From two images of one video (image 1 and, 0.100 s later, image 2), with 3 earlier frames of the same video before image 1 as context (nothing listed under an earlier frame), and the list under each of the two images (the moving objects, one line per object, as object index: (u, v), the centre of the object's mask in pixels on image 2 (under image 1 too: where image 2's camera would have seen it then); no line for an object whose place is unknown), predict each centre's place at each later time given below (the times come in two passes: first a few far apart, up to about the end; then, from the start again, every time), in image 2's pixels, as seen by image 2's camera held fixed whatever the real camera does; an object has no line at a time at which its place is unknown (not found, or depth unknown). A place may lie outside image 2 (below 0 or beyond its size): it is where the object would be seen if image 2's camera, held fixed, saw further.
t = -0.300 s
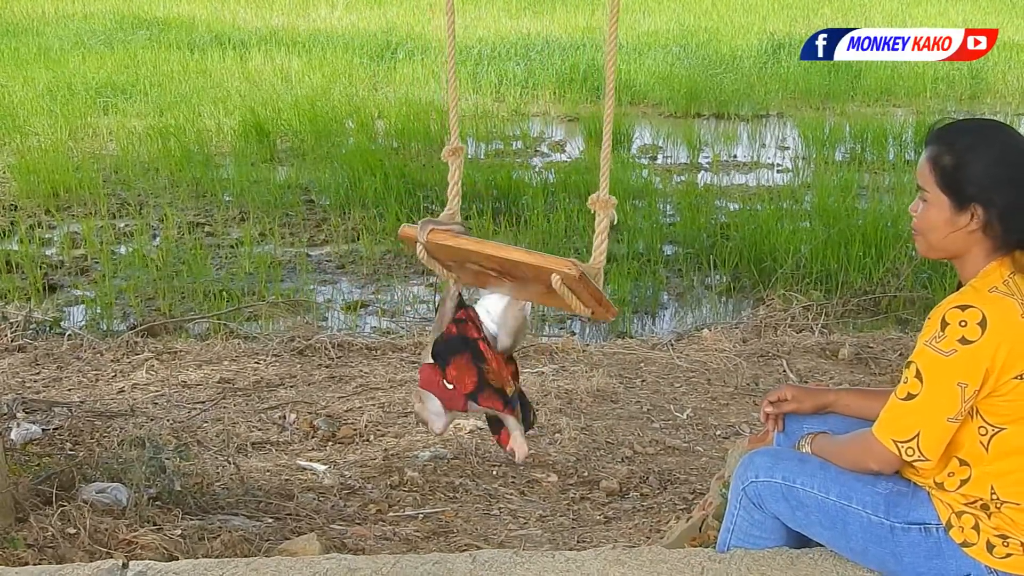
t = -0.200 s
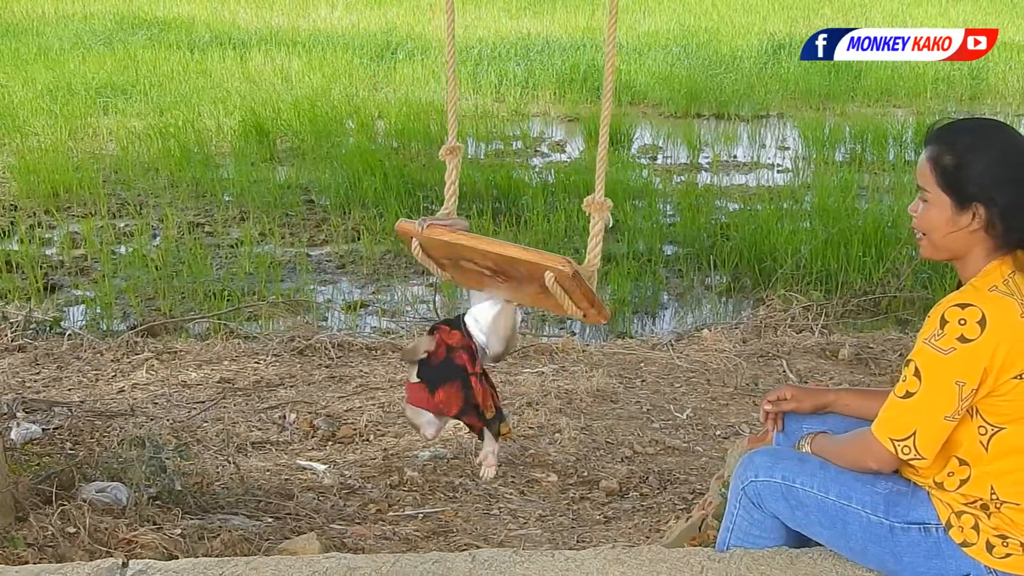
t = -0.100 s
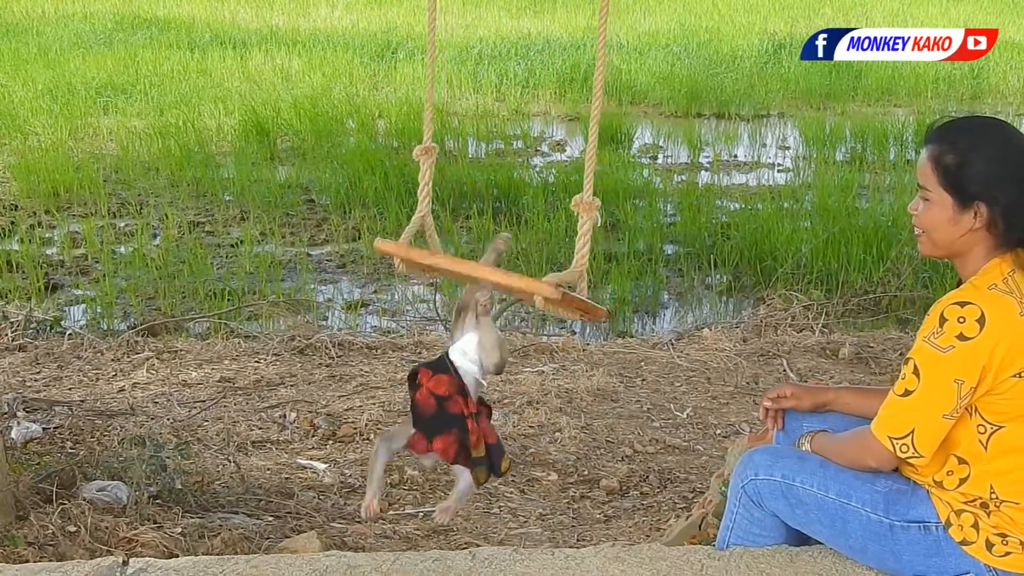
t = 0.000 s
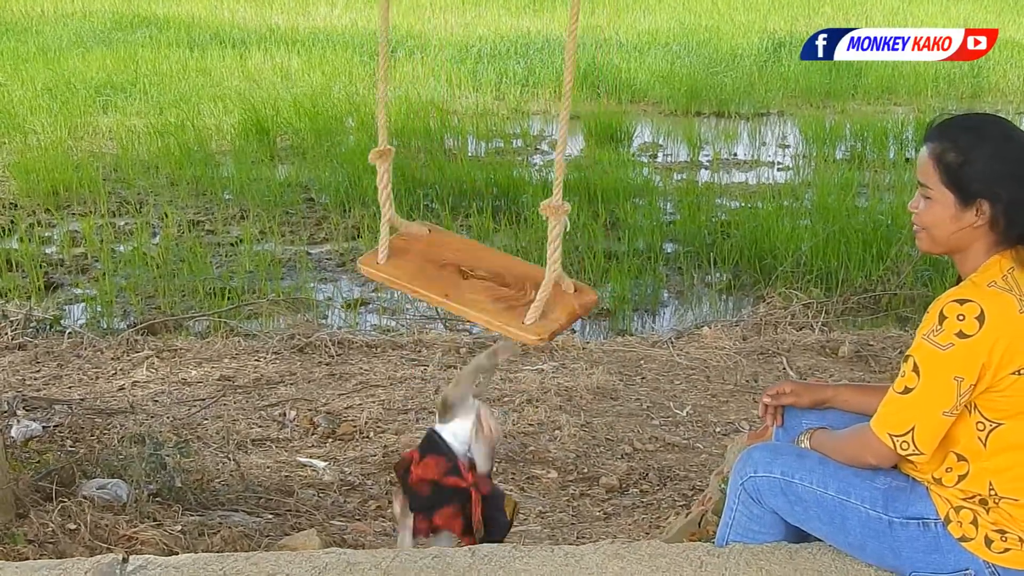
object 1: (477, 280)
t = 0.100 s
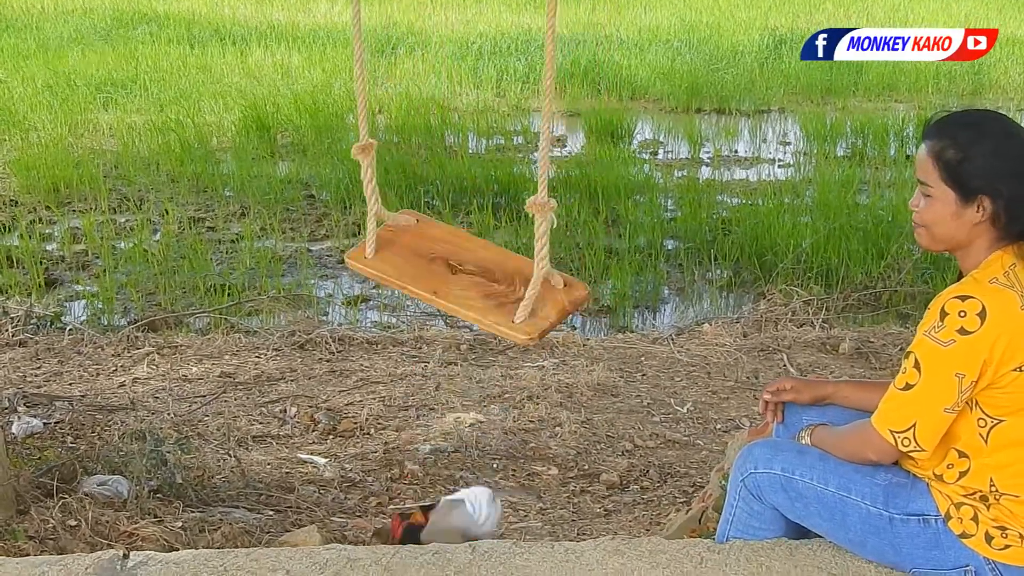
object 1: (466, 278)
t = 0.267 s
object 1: (442, 285)
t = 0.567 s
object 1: (425, 285)
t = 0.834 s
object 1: (427, 284)
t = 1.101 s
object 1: (450, 280)
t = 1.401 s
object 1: (484, 273)
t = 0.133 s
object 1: (461, 280)
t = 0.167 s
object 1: (456, 282)
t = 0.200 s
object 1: (451, 284)
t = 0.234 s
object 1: (446, 285)
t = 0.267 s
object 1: (442, 285)
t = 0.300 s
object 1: (438, 284)
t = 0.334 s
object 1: (435, 283)
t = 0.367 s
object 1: (432, 283)
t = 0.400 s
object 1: (430, 284)
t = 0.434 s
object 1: (428, 286)
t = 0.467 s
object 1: (427, 287)
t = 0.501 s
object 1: (426, 287)
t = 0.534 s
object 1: (425, 285)
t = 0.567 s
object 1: (425, 285)
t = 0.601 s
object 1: (425, 285)
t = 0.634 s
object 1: (424, 285)
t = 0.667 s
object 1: (424, 286)
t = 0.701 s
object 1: (424, 286)
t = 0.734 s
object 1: (425, 286)
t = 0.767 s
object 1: (425, 286)
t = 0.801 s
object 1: (426, 285)
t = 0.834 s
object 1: (427, 284)
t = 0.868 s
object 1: (429, 284)
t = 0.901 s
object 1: (431, 284)
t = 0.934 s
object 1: (434, 284)
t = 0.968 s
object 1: (437, 284)
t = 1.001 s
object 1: (440, 283)
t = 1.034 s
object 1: (443, 282)
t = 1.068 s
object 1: (447, 281)
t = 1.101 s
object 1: (450, 280)
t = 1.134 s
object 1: (454, 280)
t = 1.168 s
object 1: (457, 279)
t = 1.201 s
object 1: (461, 279)
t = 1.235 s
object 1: (464, 278)
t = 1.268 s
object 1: (468, 277)
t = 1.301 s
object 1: (471, 275)
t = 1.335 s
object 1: (476, 275)
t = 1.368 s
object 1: (480, 274)
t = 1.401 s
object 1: (484, 273)
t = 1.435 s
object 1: (489, 272)
